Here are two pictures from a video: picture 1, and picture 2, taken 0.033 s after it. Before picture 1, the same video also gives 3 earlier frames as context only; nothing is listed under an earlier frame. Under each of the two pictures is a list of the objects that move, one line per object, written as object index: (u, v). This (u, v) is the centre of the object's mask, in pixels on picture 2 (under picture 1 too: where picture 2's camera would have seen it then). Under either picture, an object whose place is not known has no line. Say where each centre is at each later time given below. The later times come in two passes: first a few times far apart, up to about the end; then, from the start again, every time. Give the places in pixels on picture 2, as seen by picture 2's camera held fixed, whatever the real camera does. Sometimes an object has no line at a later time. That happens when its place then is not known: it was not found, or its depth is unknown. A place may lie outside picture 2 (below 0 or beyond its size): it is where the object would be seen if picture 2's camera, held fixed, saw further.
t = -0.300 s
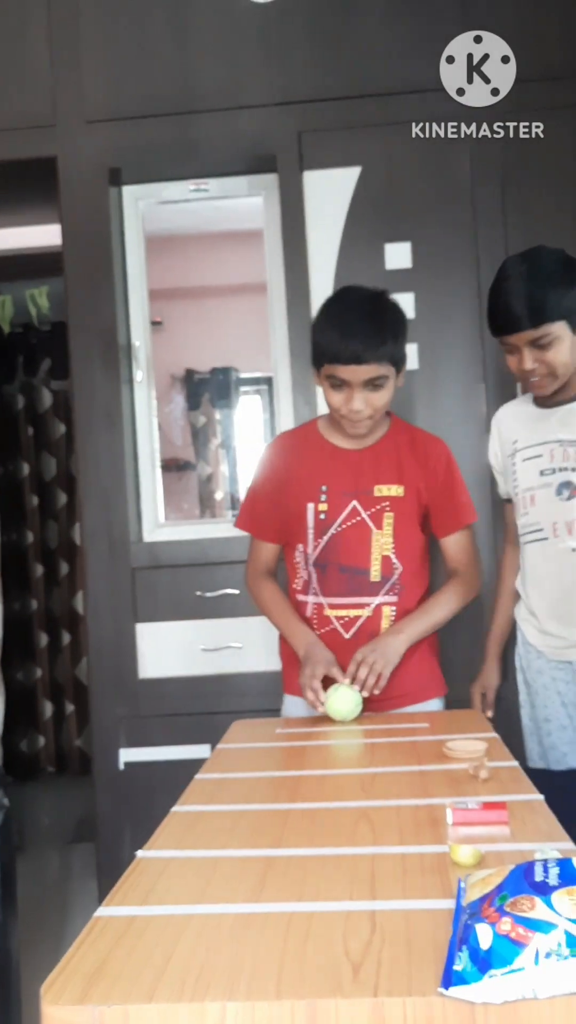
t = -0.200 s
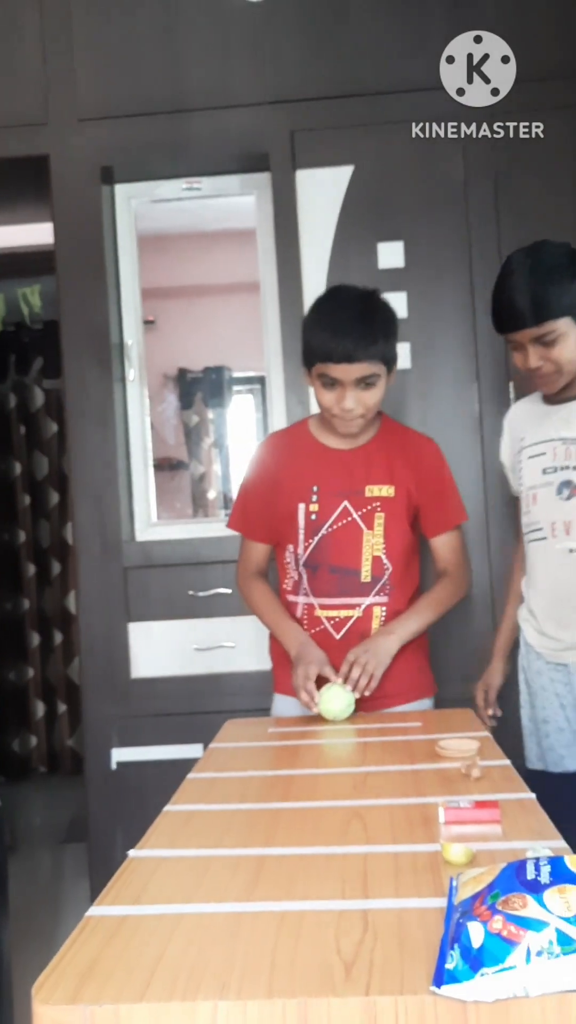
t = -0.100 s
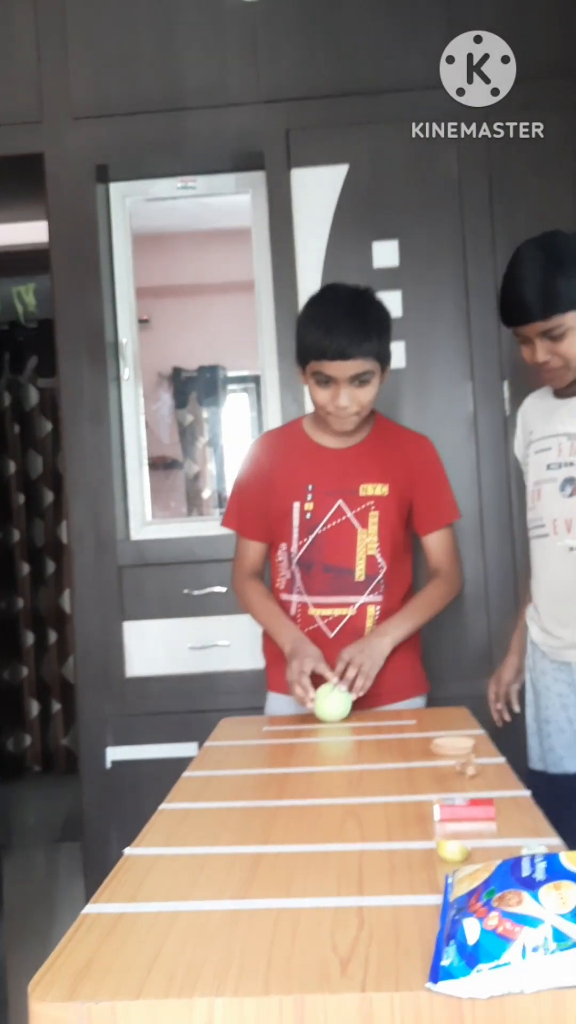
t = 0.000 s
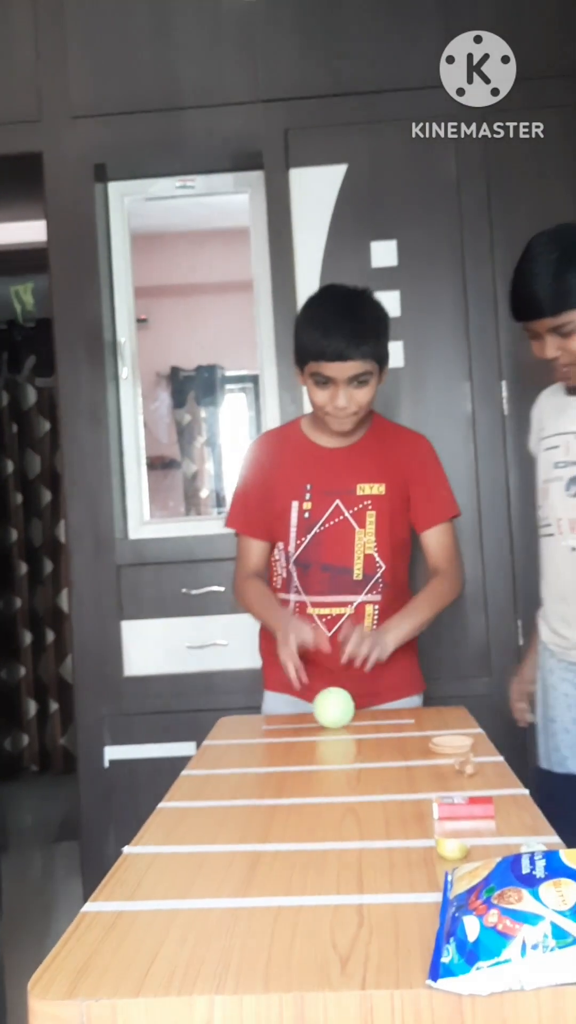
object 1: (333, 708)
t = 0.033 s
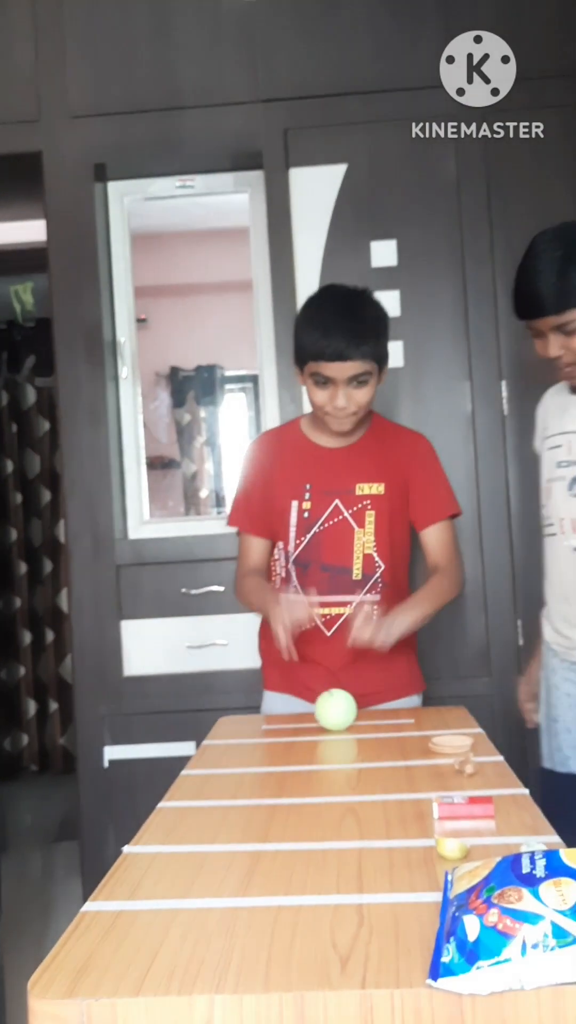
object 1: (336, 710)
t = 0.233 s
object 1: (348, 725)
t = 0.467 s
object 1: (365, 746)
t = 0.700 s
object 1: (382, 770)
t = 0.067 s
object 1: (338, 712)
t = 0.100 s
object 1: (340, 715)
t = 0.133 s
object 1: (342, 717)
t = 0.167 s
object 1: (344, 720)
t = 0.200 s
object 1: (346, 722)
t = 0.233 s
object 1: (348, 725)
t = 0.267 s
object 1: (351, 728)
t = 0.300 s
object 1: (353, 731)
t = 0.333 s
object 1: (356, 734)
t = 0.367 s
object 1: (358, 737)
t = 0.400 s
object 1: (361, 740)
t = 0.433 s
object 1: (363, 743)
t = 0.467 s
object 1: (365, 746)
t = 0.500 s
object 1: (367, 749)
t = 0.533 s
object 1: (369, 753)
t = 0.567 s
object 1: (372, 756)
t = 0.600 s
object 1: (375, 760)
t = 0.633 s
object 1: (377, 763)
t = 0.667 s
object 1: (380, 767)
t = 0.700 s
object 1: (382, 770)
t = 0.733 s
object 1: (384, 774)
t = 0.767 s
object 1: (386, 778)
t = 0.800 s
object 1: (389, 782)
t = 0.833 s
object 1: (391, 786)
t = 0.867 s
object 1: (394, 792)
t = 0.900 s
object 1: (397, 796)
